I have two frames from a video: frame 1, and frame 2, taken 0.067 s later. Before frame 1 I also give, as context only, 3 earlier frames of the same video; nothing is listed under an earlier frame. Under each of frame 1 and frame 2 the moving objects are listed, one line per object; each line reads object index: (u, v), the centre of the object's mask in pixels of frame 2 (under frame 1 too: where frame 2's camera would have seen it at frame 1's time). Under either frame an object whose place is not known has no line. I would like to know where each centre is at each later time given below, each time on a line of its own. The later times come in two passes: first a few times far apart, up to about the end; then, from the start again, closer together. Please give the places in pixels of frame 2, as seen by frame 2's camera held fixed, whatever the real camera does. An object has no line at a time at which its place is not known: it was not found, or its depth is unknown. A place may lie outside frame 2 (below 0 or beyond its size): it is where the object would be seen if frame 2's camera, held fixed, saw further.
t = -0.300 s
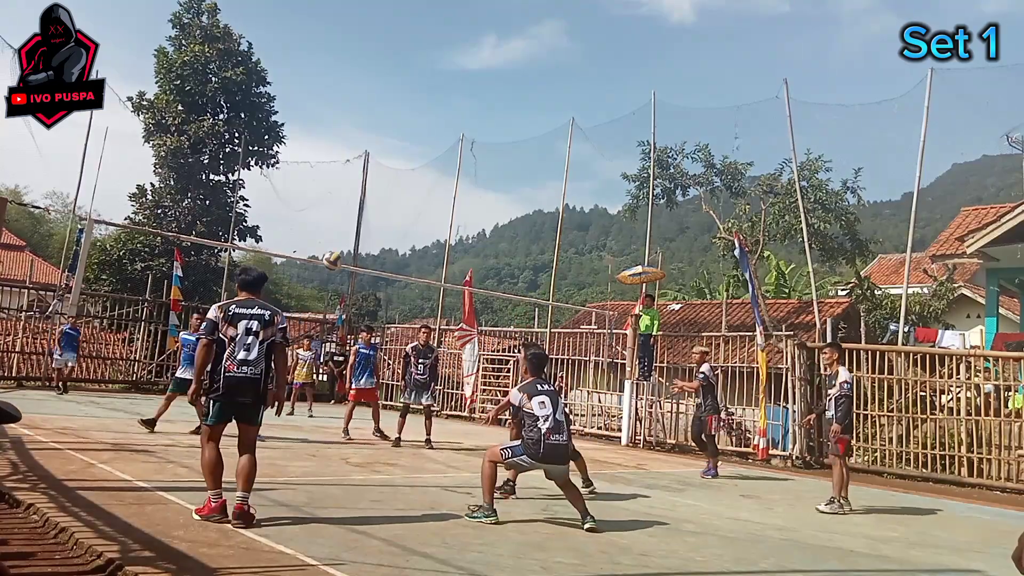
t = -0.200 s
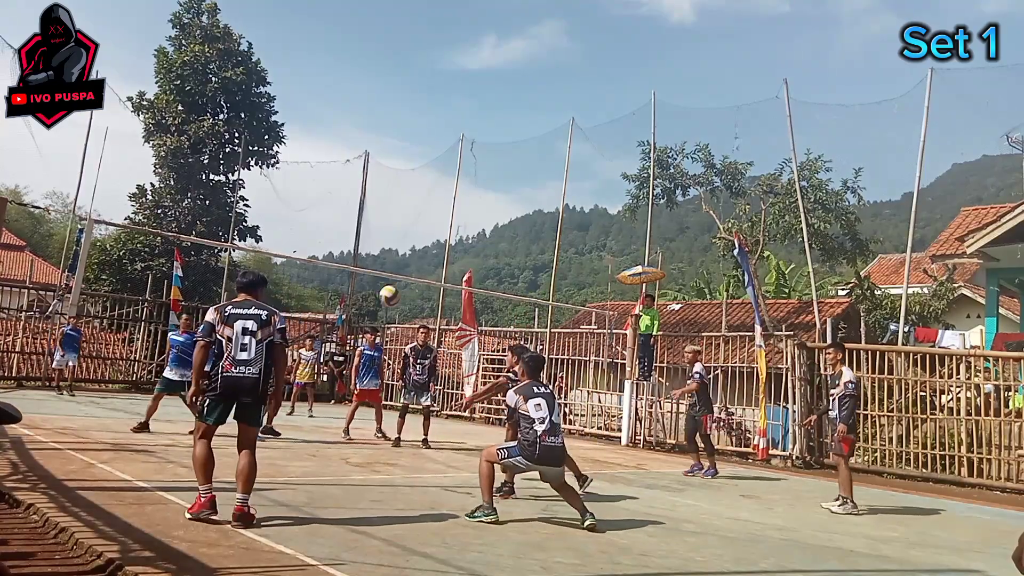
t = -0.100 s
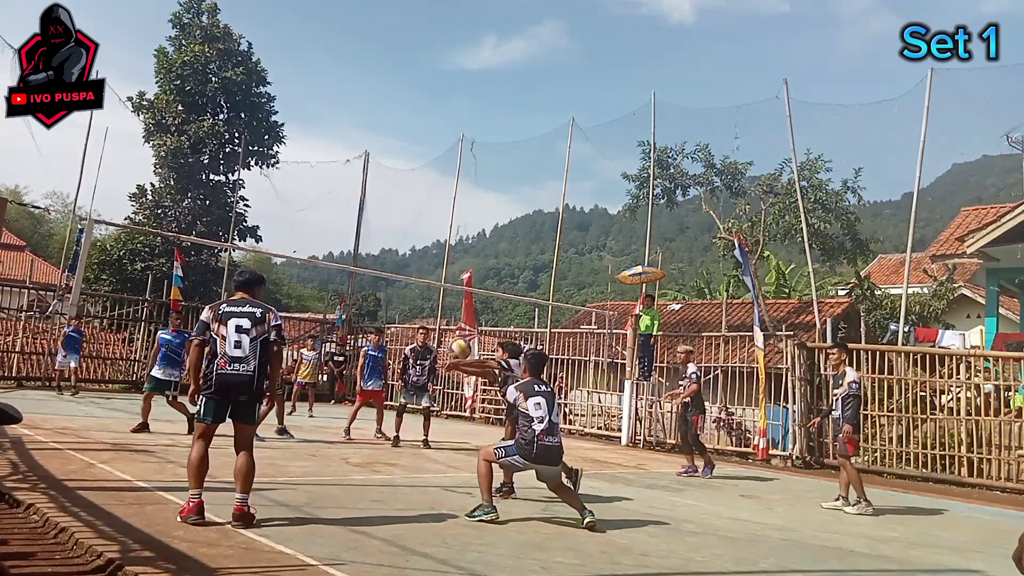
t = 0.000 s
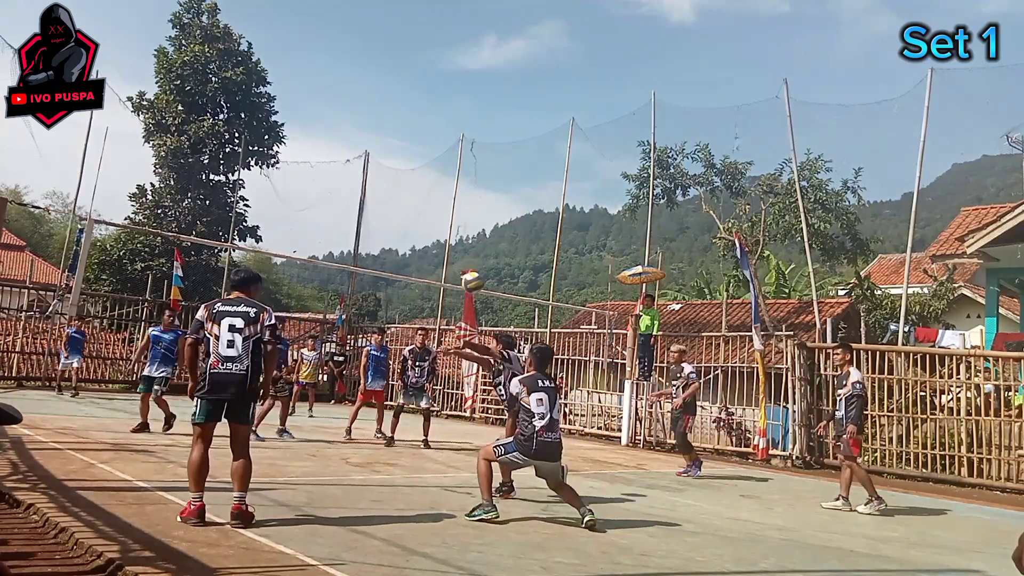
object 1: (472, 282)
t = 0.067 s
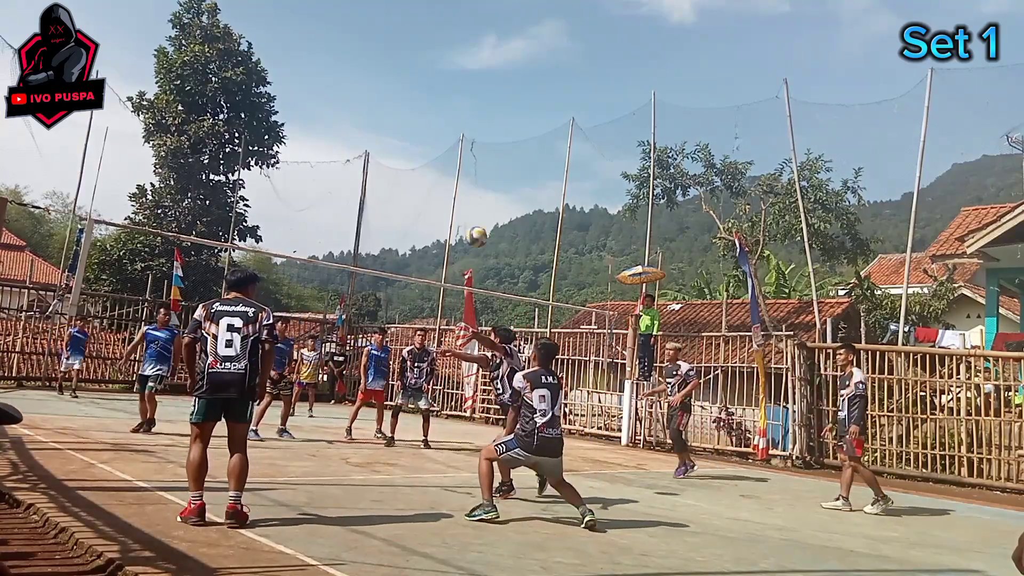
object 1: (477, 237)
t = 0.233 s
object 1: (483, 150)
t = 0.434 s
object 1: (490, 88)
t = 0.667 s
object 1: (494, 67)
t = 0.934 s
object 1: (495, 97)
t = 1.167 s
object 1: (491, 168)
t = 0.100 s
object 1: (478, 217)
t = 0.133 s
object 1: (479, 198)
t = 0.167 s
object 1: (481, 180)
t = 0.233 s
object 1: (483, 150)
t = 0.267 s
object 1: (484, 136)
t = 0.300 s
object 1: (486, 124)
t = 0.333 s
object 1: (487, 113)
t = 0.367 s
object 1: (488, 103)
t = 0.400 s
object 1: (489, 95)
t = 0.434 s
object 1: (490, 88)
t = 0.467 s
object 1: (491, 82)
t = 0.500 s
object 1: (491, 77)
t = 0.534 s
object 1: (492, 73)
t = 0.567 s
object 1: (493, 70)
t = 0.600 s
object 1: (493, 68)
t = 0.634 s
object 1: (494, 67)
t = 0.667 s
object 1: (494, 67)
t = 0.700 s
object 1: (494, 67)
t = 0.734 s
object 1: (495, 69)
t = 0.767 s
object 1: (495, 71)
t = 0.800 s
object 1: (495, 75)
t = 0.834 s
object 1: (495, 79)
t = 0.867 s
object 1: (495, 84)
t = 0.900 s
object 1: (495, 90)
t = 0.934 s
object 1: (495, 97)
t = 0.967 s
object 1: (494, 105)
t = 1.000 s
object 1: (494, 114)
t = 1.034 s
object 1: (493, 123)
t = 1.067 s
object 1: (493, 132)
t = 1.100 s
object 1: (493, 143)
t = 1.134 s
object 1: (492, 155)
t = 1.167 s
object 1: (491, 168)
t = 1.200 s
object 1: (490, 180)
